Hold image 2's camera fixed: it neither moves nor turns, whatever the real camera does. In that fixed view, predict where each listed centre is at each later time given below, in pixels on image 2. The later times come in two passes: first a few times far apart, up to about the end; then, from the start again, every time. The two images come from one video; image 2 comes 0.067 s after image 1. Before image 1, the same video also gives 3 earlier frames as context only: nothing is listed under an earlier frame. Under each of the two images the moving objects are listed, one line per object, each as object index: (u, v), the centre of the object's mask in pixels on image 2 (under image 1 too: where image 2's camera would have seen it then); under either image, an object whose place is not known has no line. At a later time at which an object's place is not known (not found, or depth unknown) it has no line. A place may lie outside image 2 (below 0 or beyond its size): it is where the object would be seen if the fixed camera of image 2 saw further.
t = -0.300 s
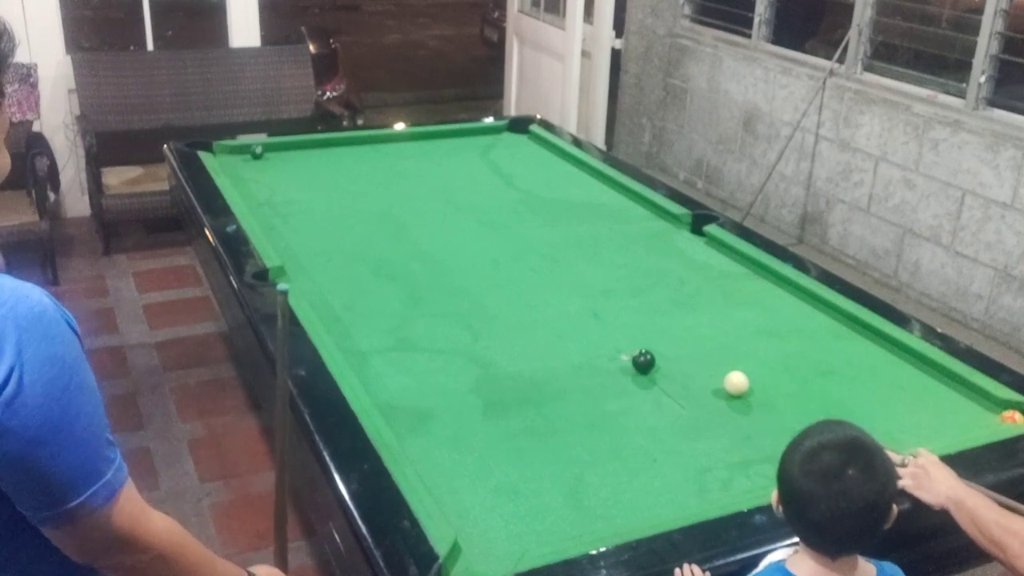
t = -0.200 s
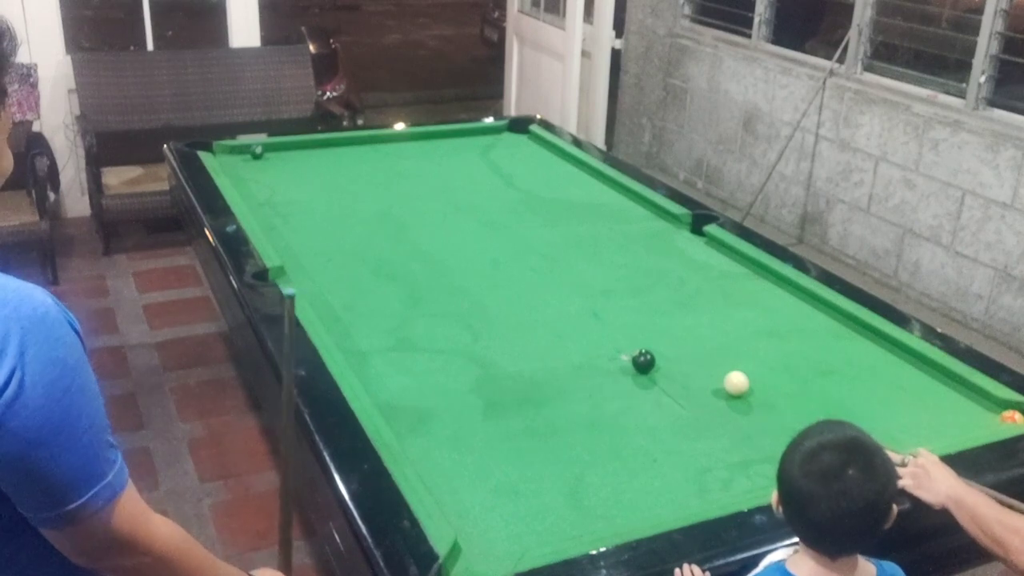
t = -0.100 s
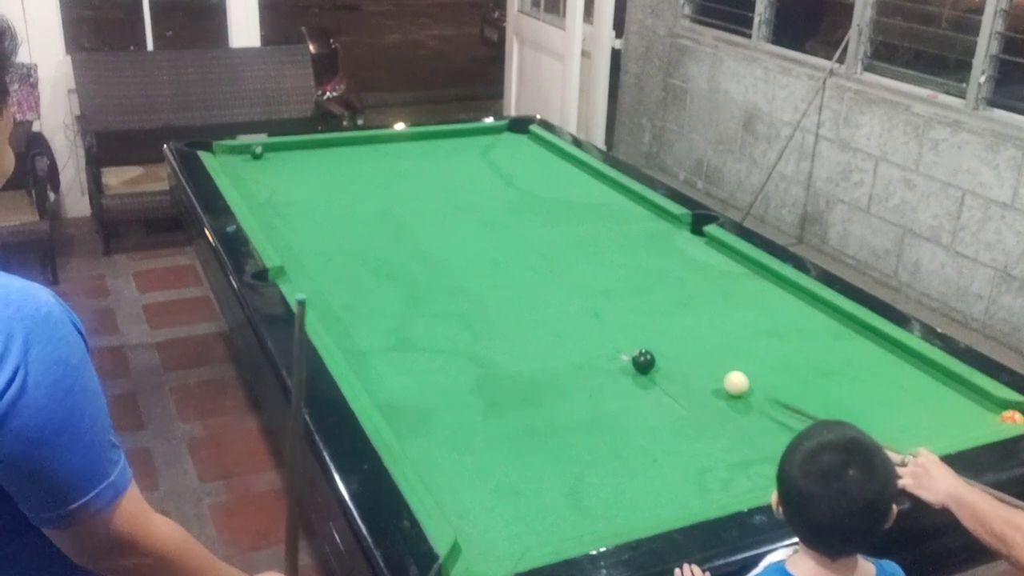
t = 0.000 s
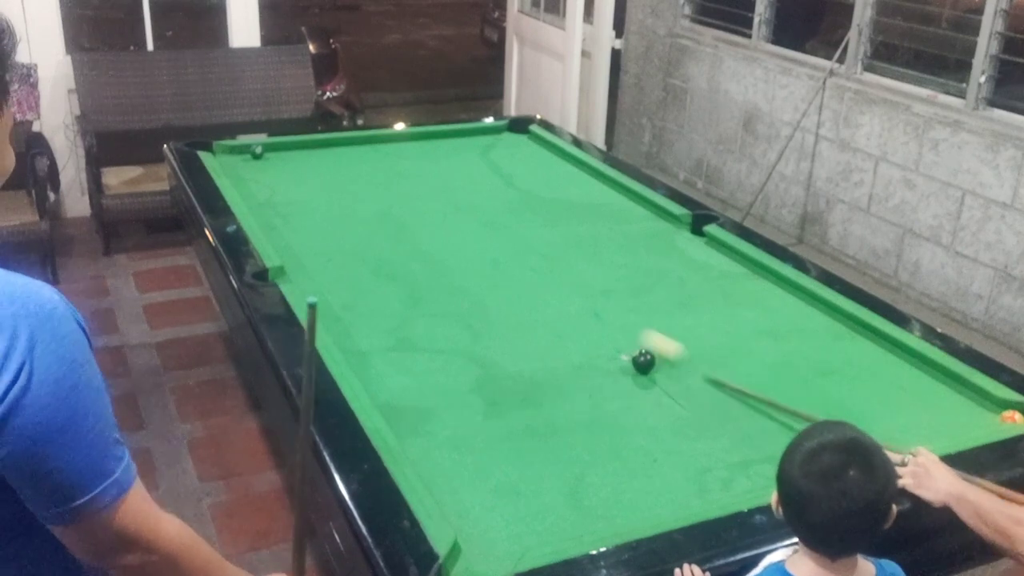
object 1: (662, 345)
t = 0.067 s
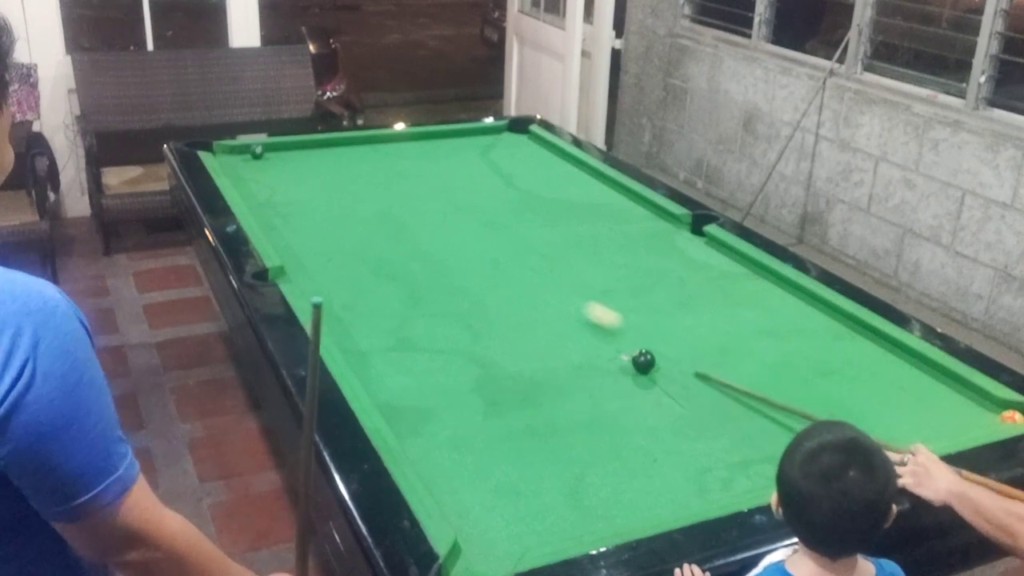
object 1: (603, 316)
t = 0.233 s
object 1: (492, 261)
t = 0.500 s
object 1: (380, 205)
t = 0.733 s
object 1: (305, 168)
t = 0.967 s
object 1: (286, 150)
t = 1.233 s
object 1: (324, 162)
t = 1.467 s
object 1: (357, 174)
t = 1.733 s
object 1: (397, 187)
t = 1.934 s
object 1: (428, 197)
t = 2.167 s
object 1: (465, 209)
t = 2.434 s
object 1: (510, 224)
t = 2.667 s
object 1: (550, 237)
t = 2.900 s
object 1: (592, 250)
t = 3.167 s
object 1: (641, 266)
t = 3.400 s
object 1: (685, 281)
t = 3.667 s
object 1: (737, 297)
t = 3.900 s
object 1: (783, 313)
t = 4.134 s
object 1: (831, 328)
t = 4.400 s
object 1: (886, 347)
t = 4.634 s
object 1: (915, 364)
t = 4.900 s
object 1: (933, 383)
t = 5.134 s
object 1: (950, 401)
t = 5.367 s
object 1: (964, 418)
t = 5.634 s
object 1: (957, 421)
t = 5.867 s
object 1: (940, 417)
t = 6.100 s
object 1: (925, 412)
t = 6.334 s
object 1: (912, 408)
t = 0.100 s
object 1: (576, 303)
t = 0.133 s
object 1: (552, 291)
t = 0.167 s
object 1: (531, 280)
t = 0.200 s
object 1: (510, 271)
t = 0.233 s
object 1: (492, 261)
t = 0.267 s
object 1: (475, 253)
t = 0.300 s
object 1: (460, 246)
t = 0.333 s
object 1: (445, 238)
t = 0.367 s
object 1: (431, 231)
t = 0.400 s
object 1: (418, 225)
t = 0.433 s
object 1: (405, 218)
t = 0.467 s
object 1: (392, 212)
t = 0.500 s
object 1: (380, 205)
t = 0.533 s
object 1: (368, 200)
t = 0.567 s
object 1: (357, 194)
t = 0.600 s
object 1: (346, 188)
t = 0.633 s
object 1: (335, 183)
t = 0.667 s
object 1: (325, 178)
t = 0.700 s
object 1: (315, 173)
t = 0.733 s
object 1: (305, 168)
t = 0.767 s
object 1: (295, 163)
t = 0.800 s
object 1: (285, 158)
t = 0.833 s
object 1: (276, 154)
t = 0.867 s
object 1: (273, 149)
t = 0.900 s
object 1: (275, 147)
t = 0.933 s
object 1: (281, 148)
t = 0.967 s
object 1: (286, 150)
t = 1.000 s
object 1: (291, 151)
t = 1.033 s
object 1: (296, 153)
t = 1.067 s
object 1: (300, 154)
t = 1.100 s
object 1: (305, 156)
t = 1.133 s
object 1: (309, 158)
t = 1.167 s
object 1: (314, 159)
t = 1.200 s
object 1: (319, 161)
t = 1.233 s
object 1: (324, 162)
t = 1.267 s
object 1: (329, 164)
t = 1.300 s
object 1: (333, 166)
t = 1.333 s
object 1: (338, 168)
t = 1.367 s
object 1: (343, 169)
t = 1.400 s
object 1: (348, 171)
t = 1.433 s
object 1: (353, 172)
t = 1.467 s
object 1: (357, 174)
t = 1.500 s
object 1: (362, 176)
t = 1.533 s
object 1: (367, 177)
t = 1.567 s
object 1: (372, 179)
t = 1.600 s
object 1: (377, 181)
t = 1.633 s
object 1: (383, 182)
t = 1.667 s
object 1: (387, 184)
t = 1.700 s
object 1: (392, 185)
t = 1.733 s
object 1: (397, 187)
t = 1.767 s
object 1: (403, 189)
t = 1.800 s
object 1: (408, 190)
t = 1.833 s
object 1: (413, 192)
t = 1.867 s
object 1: (418, 194)
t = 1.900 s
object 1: (423, 196)
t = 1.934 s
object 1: (428, 197)
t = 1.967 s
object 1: (434, 199)
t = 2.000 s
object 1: (439, 201)
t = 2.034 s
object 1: (444, 203)
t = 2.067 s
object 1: (449, 204)
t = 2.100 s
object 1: (455, 206)
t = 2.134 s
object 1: (460, 207)
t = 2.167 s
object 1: (465, 209)
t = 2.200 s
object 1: (471, 211)
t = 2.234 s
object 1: (477, 213)
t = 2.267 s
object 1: (482, 214)
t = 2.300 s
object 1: (487, 216)
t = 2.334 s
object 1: (493, 218)
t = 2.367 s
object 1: (498, 220)
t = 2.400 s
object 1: (504, 222)
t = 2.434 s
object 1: (510, 224)
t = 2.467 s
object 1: (515, 225)
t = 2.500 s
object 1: (521, 227)
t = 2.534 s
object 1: (527, 229)
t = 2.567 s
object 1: (532, 231)
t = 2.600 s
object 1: (538, 233)
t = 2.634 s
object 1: (544, 235)
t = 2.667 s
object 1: (550, 237)
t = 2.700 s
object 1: (556, 238)
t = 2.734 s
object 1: (562, 240)
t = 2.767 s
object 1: (567, 242)
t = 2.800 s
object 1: (574, 244)
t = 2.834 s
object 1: (580, 246)
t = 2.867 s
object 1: (586, 248)
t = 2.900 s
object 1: (592, 250)
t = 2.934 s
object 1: (598, 252)
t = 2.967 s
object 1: (604, 254)
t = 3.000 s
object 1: (610, 256)
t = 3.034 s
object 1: (616, 258)
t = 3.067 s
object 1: (622, 260)
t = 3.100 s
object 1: (629, 262)
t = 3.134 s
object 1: (634, 264)
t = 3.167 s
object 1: (641, 266)
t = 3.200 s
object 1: (647, 268)
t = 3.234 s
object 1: (654, 270)
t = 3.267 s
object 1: (660, 272)
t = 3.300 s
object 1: (666, 274)
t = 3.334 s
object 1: (672, 276)
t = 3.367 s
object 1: (679, 278)
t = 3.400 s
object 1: (685, 281)
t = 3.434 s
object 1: (692, 282)
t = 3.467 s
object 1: (698, 285)
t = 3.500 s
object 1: (704, 287)
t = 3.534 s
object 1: (711, 289)
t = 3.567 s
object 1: (718, 291)
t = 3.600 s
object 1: (724, 293)
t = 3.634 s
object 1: (730, 295)
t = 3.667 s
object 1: (737, 297)
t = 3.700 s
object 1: (743, 299)
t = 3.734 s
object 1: (750, 301)
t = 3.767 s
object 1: (757, 304)
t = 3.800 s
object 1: (764, 306)
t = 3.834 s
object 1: (770, 308)
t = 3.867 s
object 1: (777, 310)
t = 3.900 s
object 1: (783, 313)
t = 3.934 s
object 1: (790, 315)
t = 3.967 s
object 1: (797, 317)
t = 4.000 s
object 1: (803, 319)
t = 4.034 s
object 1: (811, 321)
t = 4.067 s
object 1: (817, 324)
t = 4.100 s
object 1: (824, 326)
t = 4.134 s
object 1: (831, 328)
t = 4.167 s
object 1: (837, 331)
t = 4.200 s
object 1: (845, 333)
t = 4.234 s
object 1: (852, 335)
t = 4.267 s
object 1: (858, 338)
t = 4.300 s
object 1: (865, 340)
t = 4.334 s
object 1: (872, 342)
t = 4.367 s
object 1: (879, 345)
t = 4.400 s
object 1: (886, 347)
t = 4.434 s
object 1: (893, 350)
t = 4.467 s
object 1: (900, 352)
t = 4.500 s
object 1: (906, 355)
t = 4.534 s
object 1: (909, 357)
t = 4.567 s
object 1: (912, 359)
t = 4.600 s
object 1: (913, 362)
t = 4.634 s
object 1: (915, 364)
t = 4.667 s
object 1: (918, 366)
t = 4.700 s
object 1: (920, 369)
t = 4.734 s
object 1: (922, 371)
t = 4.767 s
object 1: (925, 373)
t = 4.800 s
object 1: (927, 376)
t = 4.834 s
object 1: (929, 378)
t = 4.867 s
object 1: (932, 381)
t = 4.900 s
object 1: (933, 383)
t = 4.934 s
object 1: (936, 386)
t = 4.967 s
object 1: (938, 388)
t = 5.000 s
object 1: (941, 391)
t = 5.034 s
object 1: (943, 393)
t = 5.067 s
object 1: (945, 396)
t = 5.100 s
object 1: (947, 398)
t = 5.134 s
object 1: (950, 401)
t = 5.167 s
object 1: (951, 404)
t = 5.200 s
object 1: (954, 406)
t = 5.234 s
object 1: (956, 409)
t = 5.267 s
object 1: (958, 411)
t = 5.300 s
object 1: (961, 414)
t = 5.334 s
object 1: (962, 416)
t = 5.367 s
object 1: (964, 418)
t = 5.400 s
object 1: (966, 420)
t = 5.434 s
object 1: (968, 422)
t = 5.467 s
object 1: (969, 423)
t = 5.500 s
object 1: (967, 423)
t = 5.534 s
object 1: (965, 423)
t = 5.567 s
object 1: (963, 422)
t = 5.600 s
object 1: (960, 422)
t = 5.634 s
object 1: (957, 421)
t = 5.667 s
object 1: (955, 421)
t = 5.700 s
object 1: (952, 420)
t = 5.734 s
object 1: (950, 420)
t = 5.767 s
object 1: (947, 419)
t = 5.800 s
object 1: (945, 418)
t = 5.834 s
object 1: (942, 418)
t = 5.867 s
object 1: (940, 417)
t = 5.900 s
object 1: (938, 416)
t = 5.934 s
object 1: (936, 415)
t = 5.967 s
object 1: (934, 415)
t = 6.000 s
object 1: (932, 414)
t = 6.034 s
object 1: (929, 413)
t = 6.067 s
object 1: (927, 413)
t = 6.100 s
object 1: (925, 412)
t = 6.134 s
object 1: (923, 411)
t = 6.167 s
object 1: (921, 411)
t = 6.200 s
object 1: (919, 410)
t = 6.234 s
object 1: (917, 410)
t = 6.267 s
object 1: (916, 408)
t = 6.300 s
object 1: (913, 408)
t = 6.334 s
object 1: (912, 408)
